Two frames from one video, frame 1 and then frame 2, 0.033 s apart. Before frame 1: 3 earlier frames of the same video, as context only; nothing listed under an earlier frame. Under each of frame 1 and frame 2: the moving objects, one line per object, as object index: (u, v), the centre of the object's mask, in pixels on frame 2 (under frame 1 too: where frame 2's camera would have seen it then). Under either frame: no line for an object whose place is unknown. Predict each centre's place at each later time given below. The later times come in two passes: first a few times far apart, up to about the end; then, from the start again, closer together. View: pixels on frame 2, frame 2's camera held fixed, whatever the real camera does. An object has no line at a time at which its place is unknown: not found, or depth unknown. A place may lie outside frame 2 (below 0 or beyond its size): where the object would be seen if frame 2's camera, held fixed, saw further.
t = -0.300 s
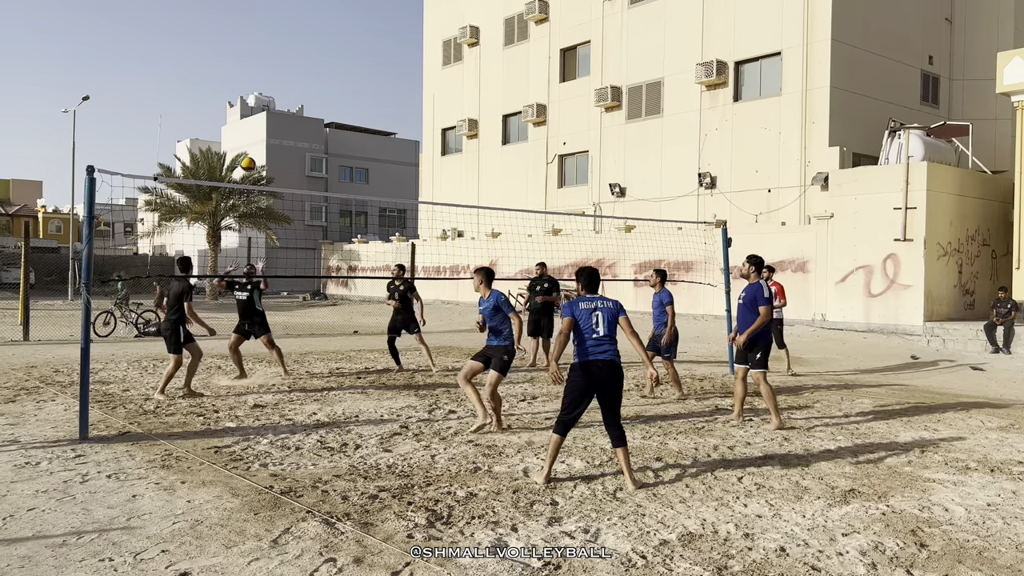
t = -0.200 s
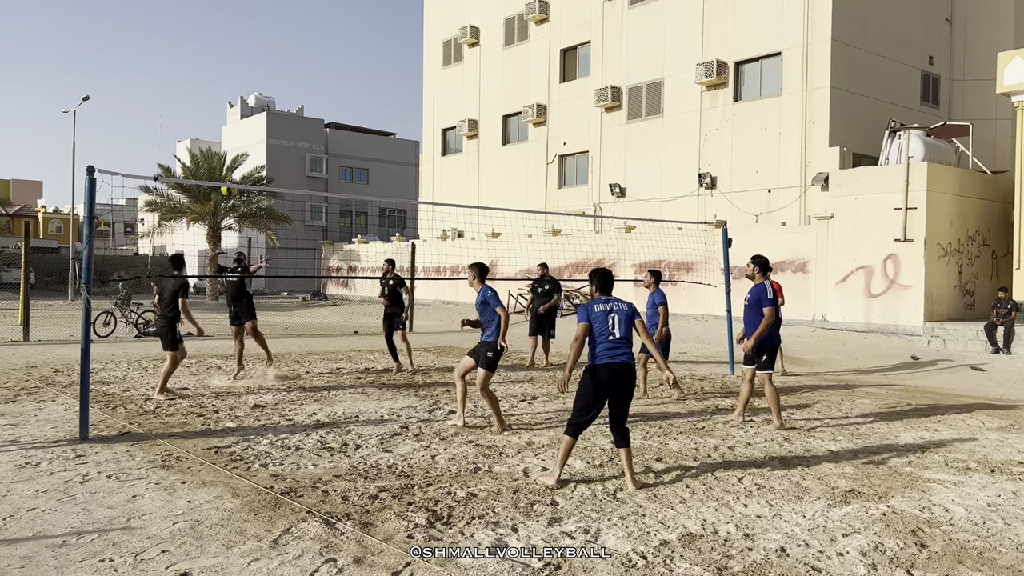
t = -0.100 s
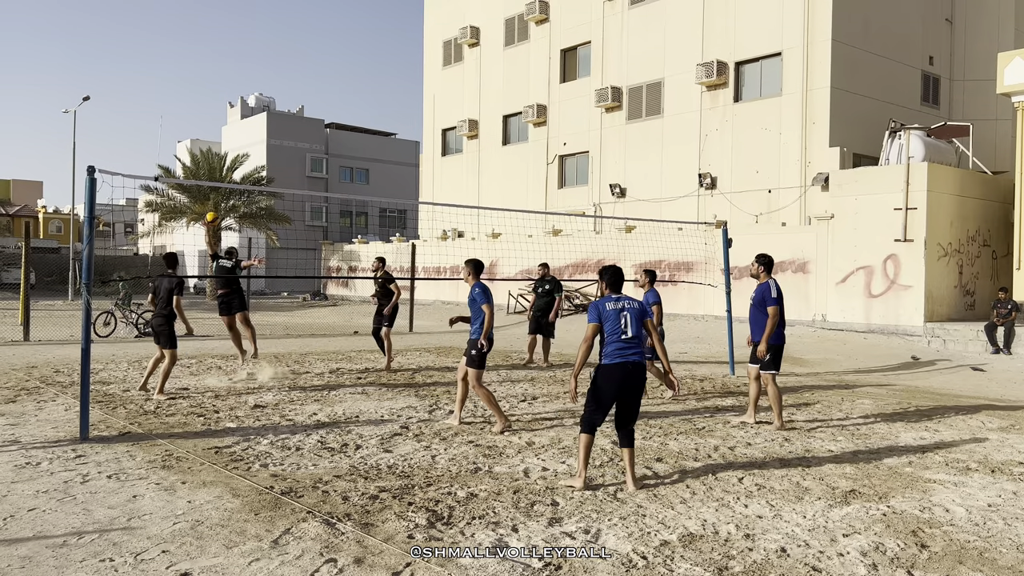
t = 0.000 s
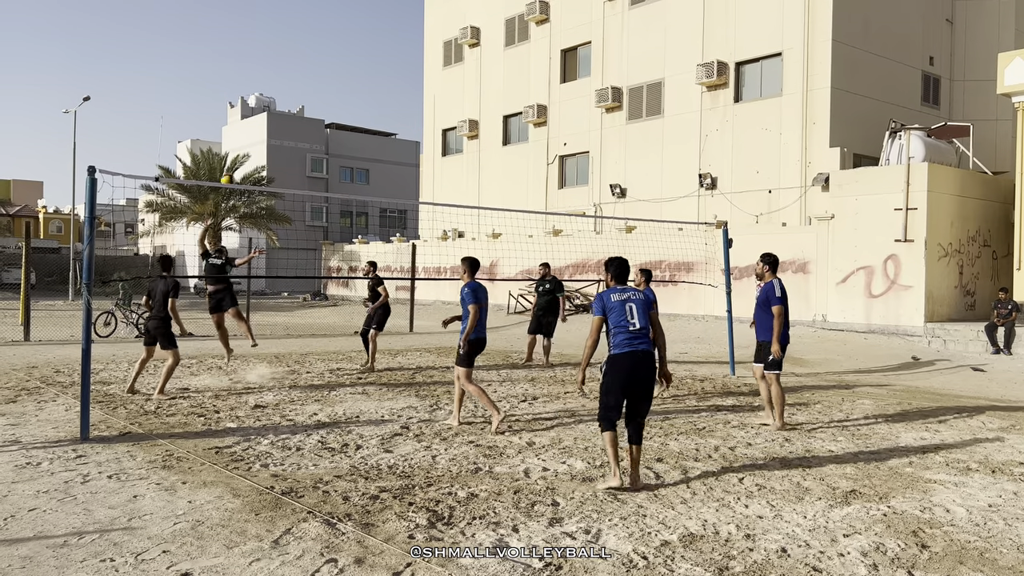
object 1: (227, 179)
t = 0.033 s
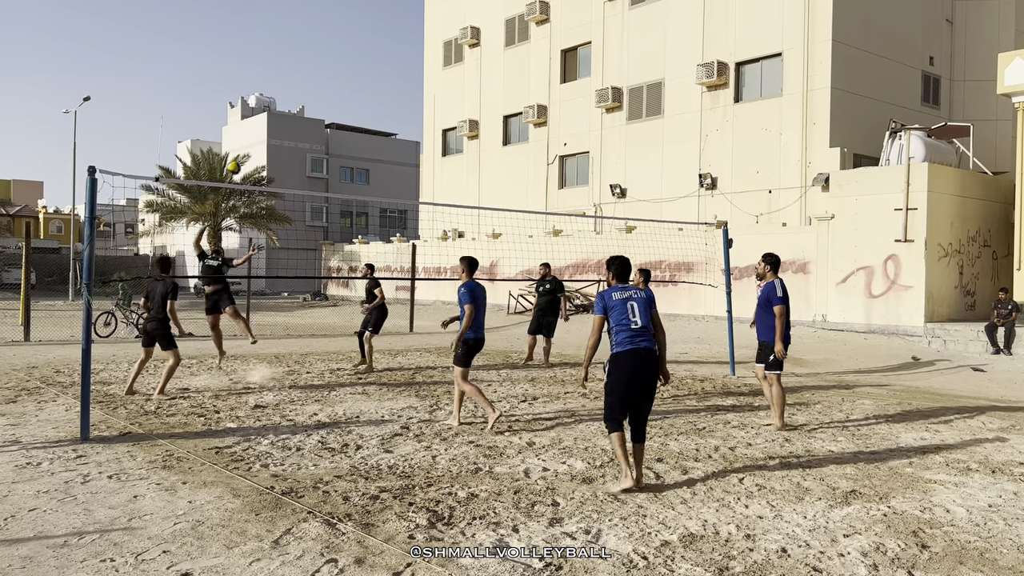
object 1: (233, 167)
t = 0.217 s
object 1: (264, 112)
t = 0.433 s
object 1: (298, 76)
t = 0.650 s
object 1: (330, 69)
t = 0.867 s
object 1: (360, 91)
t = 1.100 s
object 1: (389, 143)
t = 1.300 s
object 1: (411, 209)
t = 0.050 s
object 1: (236, 162)
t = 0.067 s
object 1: (239, 156)
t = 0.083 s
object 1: (242, 150)
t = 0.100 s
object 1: (245, 145)
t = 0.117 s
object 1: (247, 140)
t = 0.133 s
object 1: (250, 135)
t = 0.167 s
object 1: (256, 125)
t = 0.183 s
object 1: (258, 121)
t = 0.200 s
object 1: (261, 116)
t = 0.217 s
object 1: (264, 112)
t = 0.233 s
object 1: (267, 108)
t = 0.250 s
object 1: (269, 104)
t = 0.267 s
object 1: (272, 101)
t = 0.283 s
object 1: (275, 98)
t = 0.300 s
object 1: (276, 95)
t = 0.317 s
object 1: (280, 92)
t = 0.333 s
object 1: (282, 89)
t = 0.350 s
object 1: (285, 86)
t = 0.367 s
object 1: (287, 84)
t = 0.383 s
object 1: (290, 82)
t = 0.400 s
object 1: (293, 79)
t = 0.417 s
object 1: (295, 77)
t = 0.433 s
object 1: (298, 76)
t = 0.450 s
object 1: (300, 75)
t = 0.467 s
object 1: (303, 73)
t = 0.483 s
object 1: (305, 72)
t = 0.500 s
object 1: (308, 71)
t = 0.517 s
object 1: (310, 70)
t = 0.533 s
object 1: (313, 70)
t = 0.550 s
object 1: (315, 69)
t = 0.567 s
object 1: (318, 69)
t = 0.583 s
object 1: (320, 68)
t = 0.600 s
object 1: (322, 68)
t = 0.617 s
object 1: (325, 69)
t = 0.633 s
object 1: (327, 69)
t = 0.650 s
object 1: (330, 69)
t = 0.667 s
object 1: (332, 70)
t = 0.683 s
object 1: (334, 71)
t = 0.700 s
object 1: (337, 72)
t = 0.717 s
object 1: (339, 73)
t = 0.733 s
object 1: (341, 75)
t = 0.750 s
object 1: (344, 76)
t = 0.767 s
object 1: (346, 78)
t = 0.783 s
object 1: (348, 79)
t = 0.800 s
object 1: (351, 82)
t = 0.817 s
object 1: (353, 84)
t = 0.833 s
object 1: (355, 86)
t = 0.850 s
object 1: (358, 88)
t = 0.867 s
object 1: (360, 91)
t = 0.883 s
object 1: (362, 94)
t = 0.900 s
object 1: (364, 96)
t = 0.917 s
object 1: (367, 99)
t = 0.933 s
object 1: (369, 103)
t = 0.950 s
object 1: (371, 106)
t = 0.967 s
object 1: (373, 109)
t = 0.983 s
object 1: (375, 113)
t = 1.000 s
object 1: (377, 116)
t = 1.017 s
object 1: (379, 120)
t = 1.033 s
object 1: (382, 125)
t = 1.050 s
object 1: (383, 129)
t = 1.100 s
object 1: (389, 143)
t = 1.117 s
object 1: (391, 147)
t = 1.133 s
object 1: (393, 152)
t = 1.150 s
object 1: (395, 157)
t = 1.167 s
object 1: (396, 162)
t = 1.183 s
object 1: (398, 168)
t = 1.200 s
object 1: (400, 172)
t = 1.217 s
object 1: (402, 178)
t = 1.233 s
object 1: (404, 184)
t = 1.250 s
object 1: (405, 190)
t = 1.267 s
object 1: (407, 195)
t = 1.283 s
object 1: (408, 202)
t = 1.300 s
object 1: (411, 209)
